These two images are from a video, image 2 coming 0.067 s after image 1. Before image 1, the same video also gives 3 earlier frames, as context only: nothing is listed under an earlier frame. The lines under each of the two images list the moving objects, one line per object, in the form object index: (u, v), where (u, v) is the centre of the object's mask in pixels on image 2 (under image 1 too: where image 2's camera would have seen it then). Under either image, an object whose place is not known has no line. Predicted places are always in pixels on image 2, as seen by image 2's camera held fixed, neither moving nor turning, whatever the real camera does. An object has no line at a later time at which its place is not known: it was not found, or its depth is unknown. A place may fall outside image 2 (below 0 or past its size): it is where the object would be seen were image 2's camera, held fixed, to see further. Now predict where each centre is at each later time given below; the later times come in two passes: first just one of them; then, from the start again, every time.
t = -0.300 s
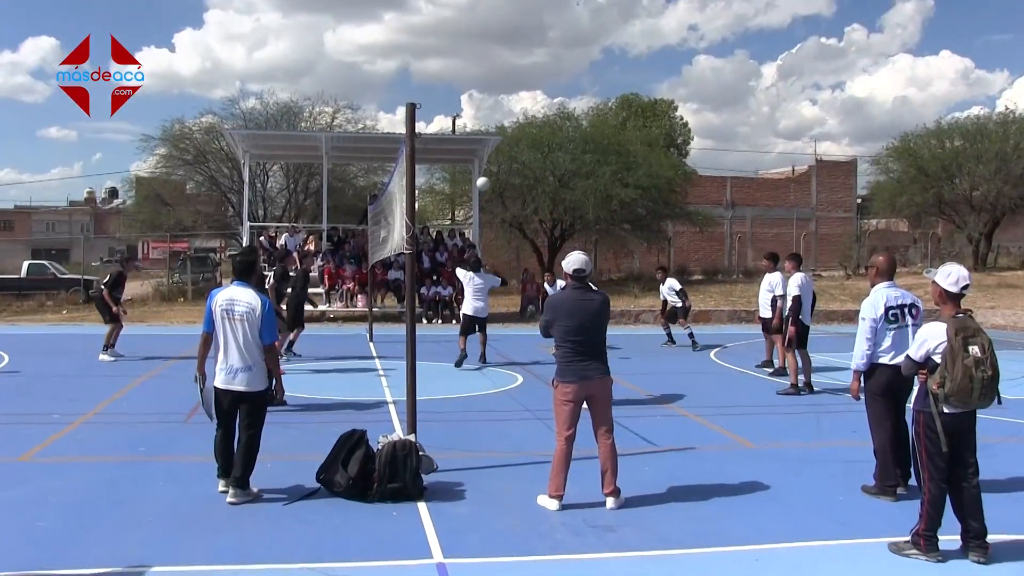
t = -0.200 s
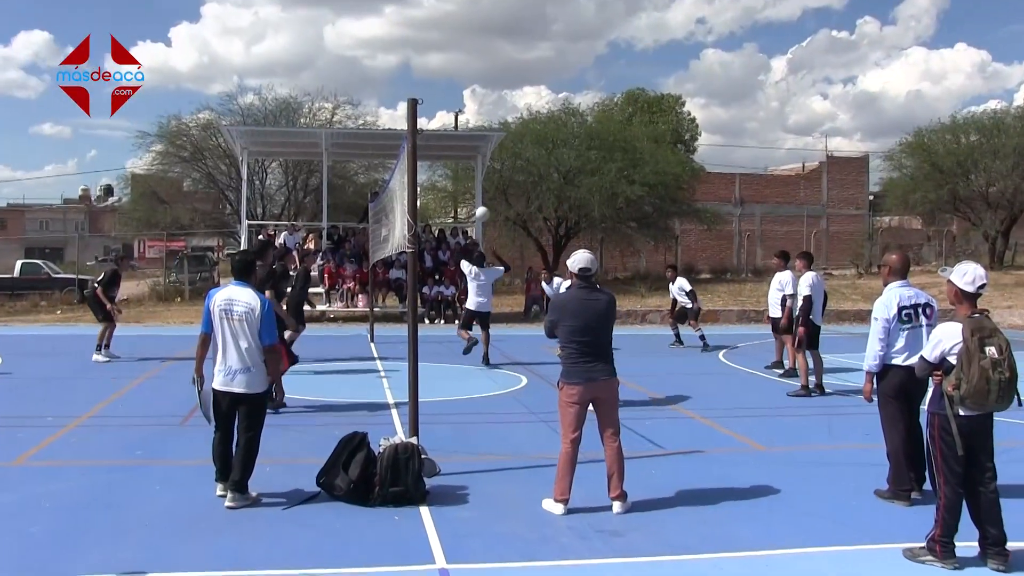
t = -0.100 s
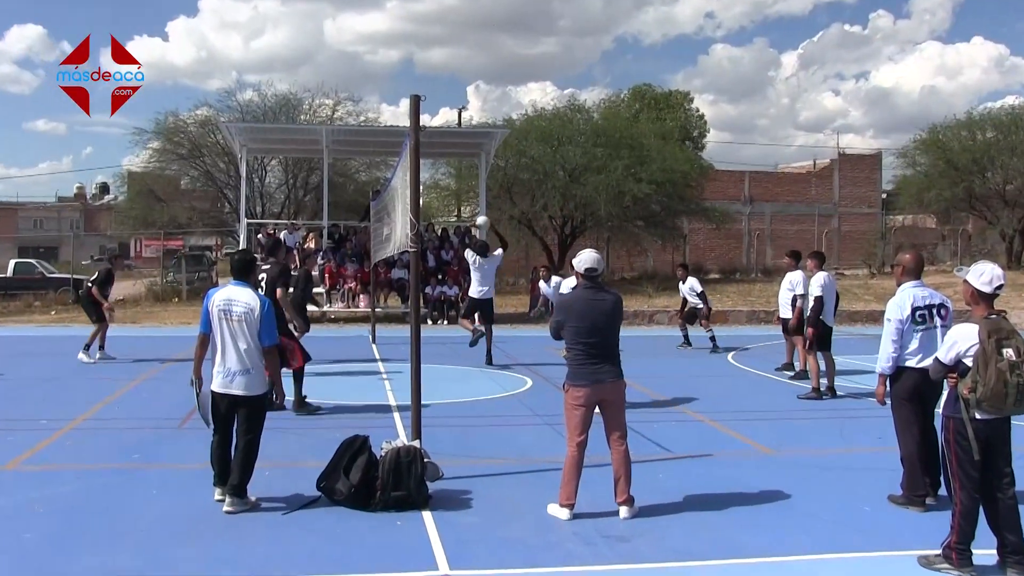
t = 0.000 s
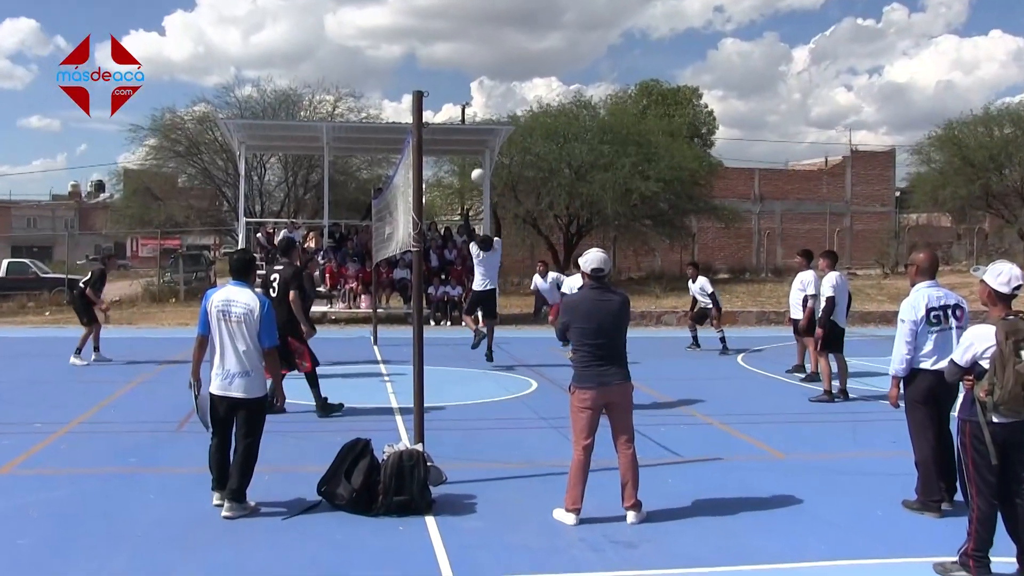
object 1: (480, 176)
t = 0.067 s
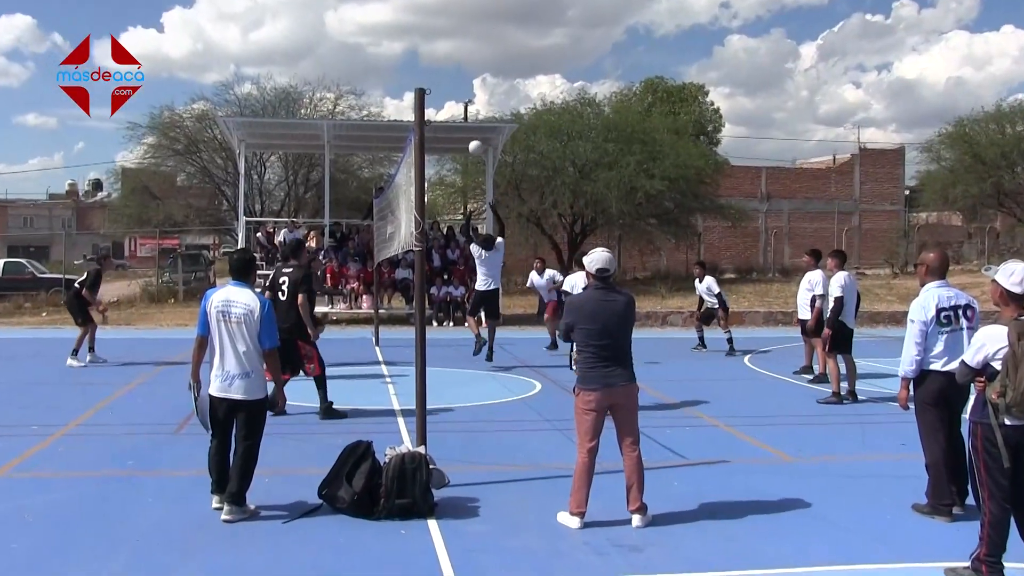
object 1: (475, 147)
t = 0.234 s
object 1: (464, 93)
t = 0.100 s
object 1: (473, 135)
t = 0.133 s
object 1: (471, 121)
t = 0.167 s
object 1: (470, 113)
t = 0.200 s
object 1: (466, 103)
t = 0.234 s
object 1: (464, 93)
